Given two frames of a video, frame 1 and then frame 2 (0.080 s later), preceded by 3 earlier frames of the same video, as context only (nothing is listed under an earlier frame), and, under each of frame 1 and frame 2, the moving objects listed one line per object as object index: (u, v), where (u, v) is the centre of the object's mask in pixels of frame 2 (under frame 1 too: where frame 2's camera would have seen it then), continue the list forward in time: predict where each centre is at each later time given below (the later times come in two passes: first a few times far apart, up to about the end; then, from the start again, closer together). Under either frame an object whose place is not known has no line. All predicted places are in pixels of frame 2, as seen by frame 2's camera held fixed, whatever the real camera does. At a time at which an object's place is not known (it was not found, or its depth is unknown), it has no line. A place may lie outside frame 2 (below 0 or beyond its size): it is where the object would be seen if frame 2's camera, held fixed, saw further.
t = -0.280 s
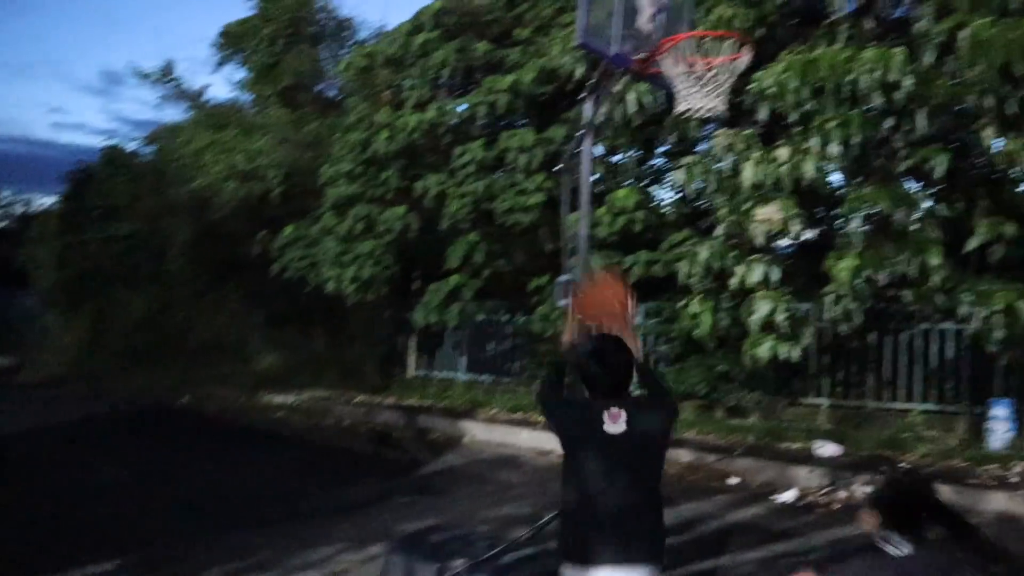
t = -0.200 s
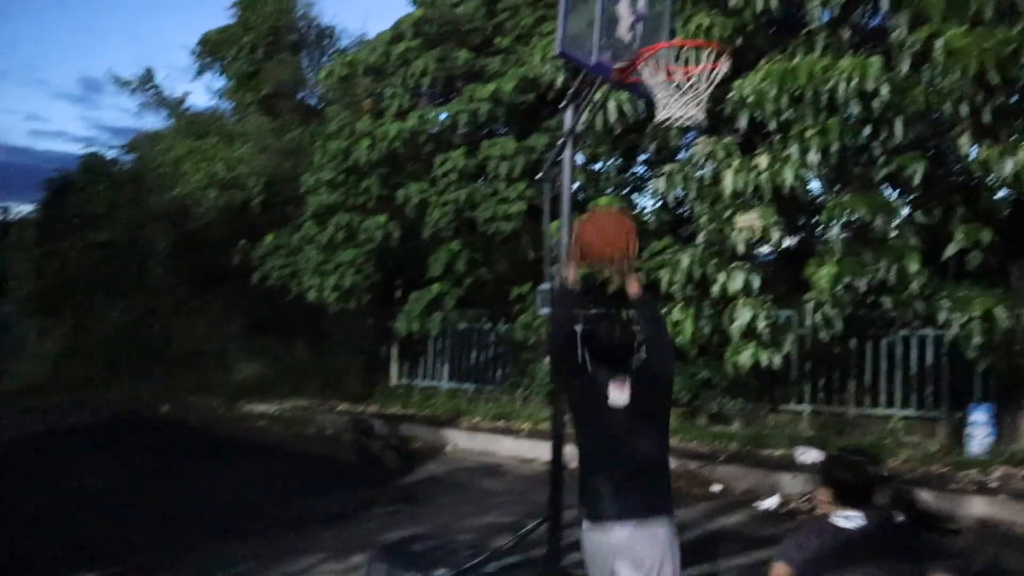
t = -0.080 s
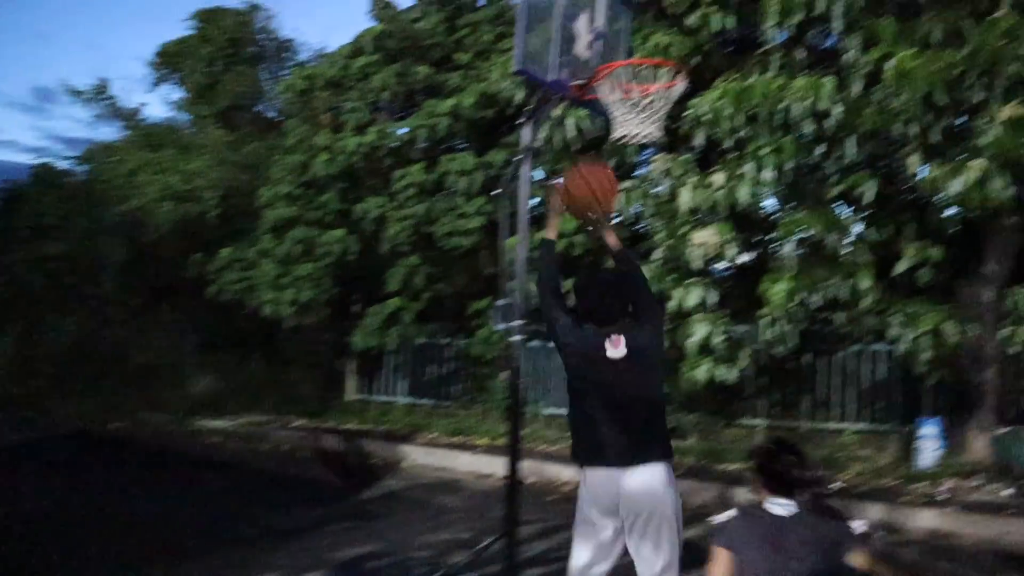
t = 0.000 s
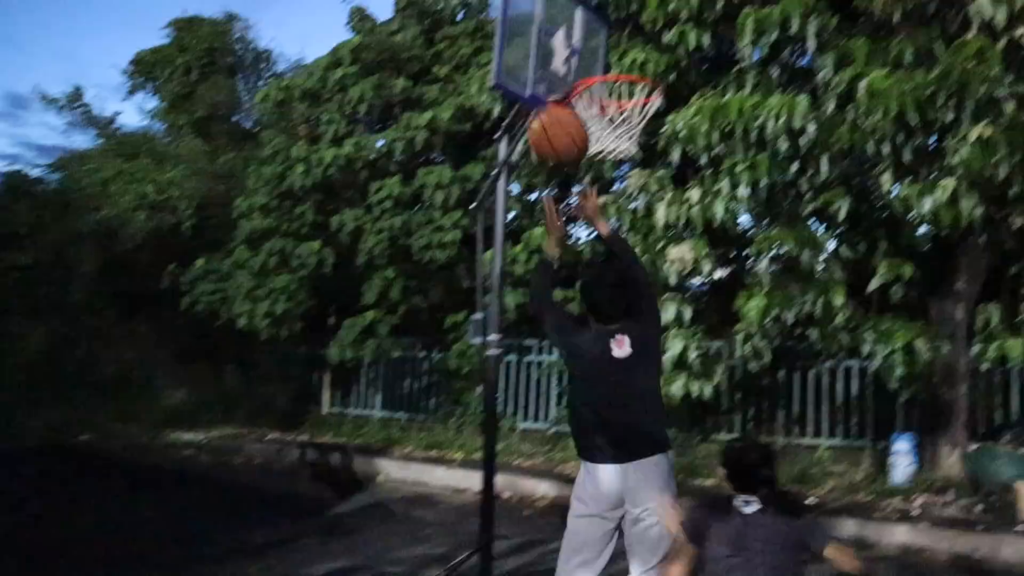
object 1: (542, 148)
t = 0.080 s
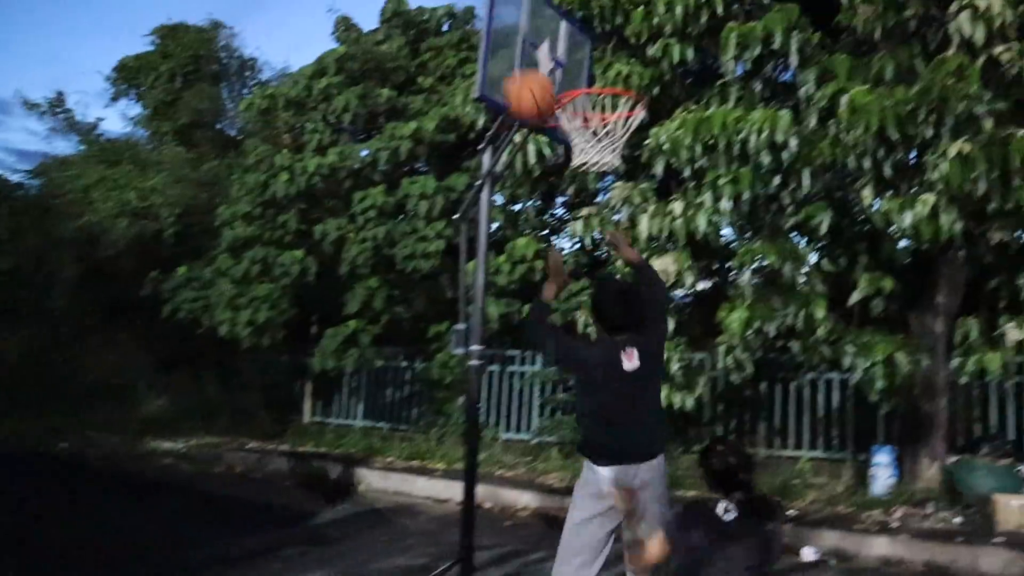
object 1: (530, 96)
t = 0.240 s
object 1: (518, 46)
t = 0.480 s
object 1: (585, 72)
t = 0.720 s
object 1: (616, 156)
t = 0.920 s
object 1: (591, 207)
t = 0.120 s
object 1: (524, 76)
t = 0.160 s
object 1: (518, 61)
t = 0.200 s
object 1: (515, 52)
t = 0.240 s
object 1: (518, 46)
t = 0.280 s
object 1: (531, 43)
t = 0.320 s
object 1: (542, 44)
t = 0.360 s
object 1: (553, 47)
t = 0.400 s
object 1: (565, 54)
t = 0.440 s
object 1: (575, 64)
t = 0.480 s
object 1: (585, 72)
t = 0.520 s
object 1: (595, 81)
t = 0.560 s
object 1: (605, 103)
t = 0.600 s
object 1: (622, 128)
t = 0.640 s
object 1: (624, 150)
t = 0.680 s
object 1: (620, 155)
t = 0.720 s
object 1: (616, 156)
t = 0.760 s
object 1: (612, 160)
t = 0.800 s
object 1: (607, 167)
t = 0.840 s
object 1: (601, 178)
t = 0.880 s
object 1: (596, 192)
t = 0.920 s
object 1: (591, 207)
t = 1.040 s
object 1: (573, 276)
